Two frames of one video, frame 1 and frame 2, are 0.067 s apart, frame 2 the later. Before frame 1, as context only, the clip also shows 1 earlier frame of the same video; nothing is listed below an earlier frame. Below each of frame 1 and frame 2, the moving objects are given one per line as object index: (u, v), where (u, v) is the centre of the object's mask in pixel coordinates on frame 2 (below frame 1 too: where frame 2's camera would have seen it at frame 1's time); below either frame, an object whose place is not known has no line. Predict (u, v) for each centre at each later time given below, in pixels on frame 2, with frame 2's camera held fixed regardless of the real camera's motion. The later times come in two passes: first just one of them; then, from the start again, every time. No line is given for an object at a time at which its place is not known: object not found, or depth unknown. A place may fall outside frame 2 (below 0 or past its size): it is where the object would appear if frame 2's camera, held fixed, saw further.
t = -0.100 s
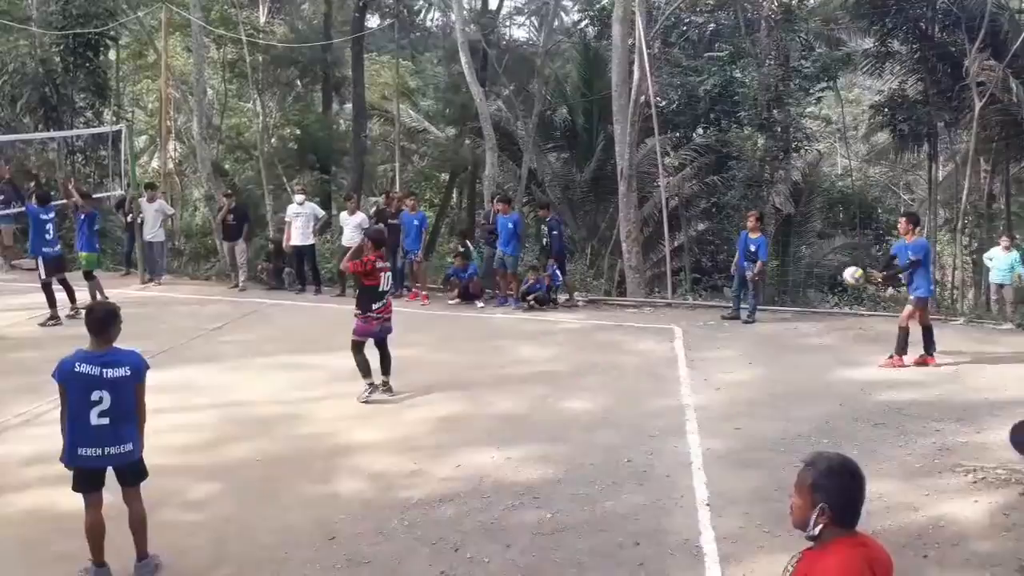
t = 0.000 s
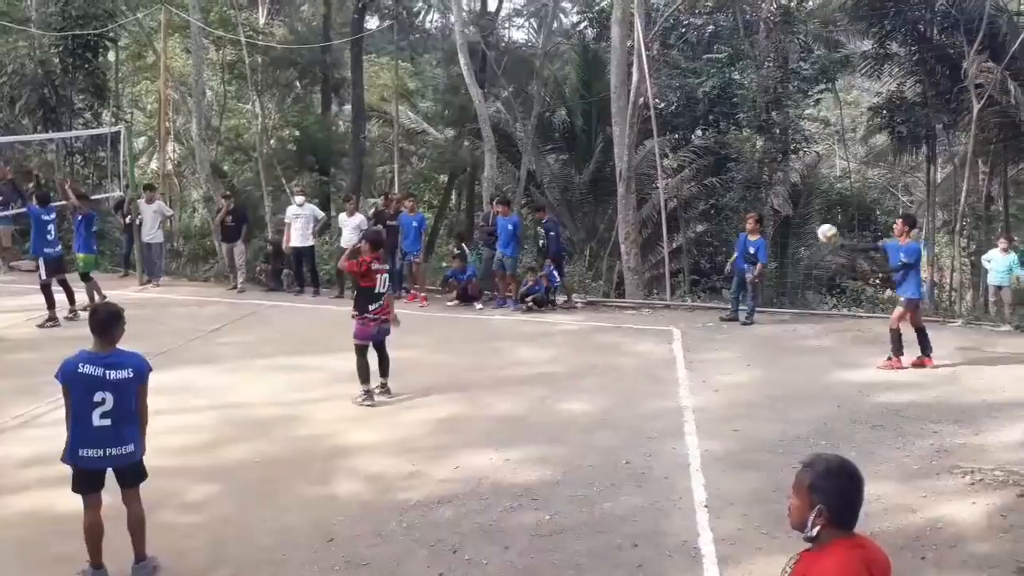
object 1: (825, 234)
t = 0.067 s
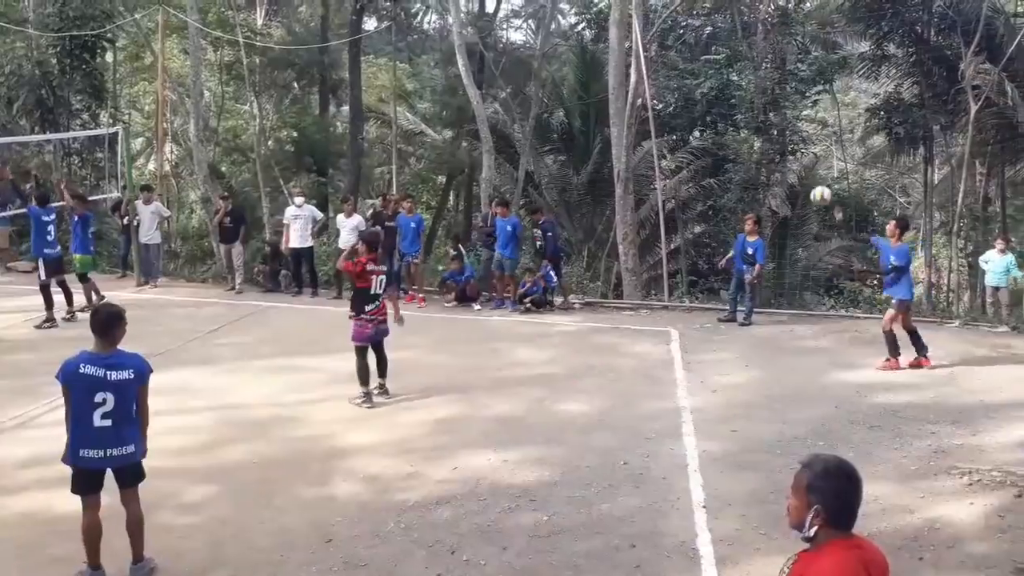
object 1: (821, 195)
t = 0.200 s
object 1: (815, 121)
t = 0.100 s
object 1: (819, 173)
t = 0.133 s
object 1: (818, 156)
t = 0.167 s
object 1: (814, 136)
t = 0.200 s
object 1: (815, 121)
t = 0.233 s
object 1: (816, 106)
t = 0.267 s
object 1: (813, 92)
